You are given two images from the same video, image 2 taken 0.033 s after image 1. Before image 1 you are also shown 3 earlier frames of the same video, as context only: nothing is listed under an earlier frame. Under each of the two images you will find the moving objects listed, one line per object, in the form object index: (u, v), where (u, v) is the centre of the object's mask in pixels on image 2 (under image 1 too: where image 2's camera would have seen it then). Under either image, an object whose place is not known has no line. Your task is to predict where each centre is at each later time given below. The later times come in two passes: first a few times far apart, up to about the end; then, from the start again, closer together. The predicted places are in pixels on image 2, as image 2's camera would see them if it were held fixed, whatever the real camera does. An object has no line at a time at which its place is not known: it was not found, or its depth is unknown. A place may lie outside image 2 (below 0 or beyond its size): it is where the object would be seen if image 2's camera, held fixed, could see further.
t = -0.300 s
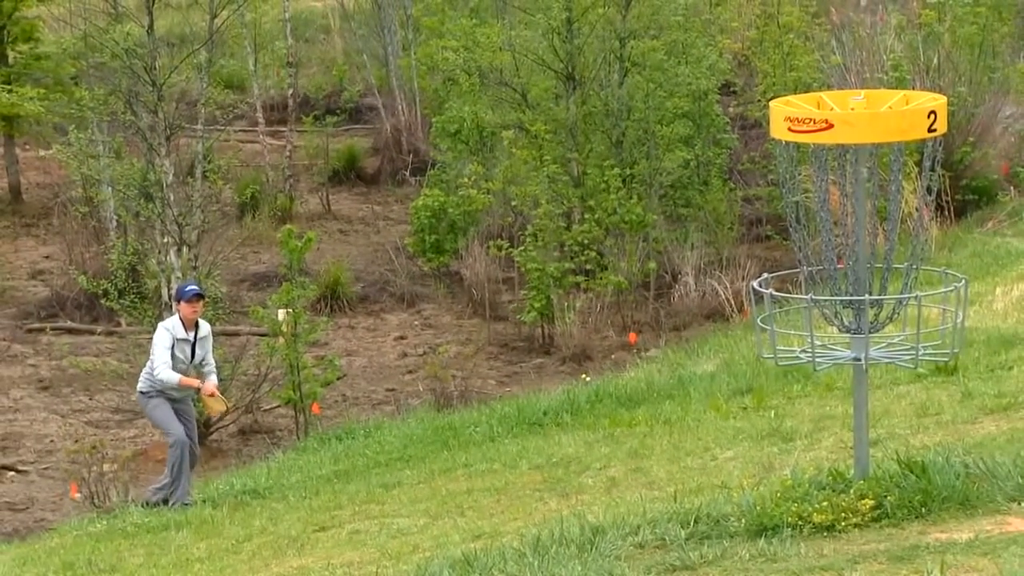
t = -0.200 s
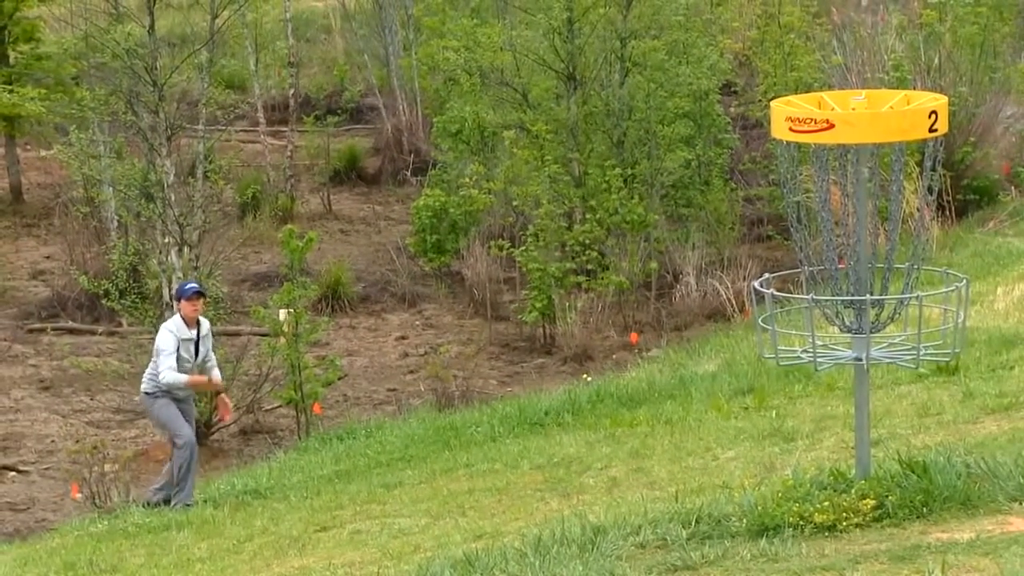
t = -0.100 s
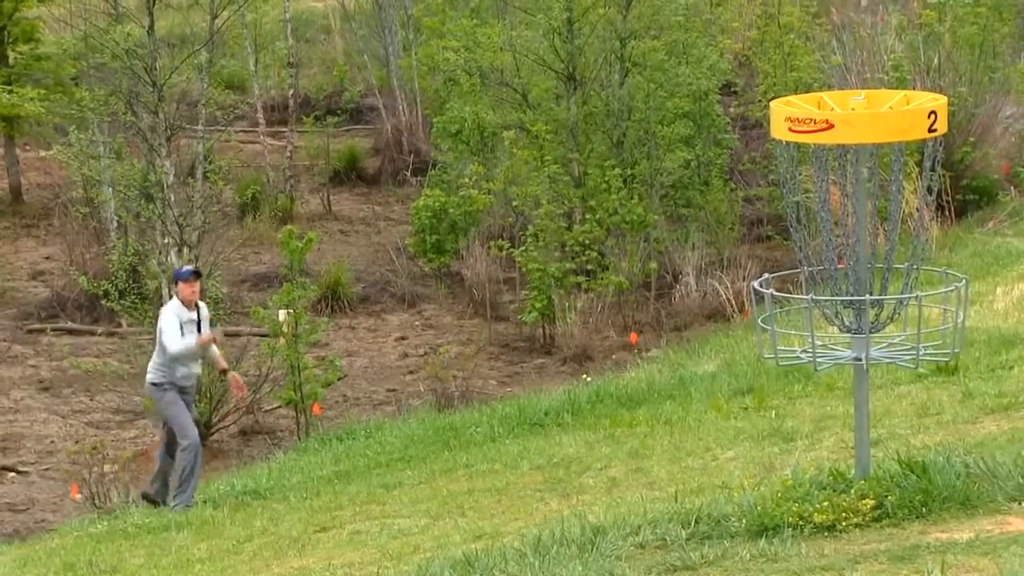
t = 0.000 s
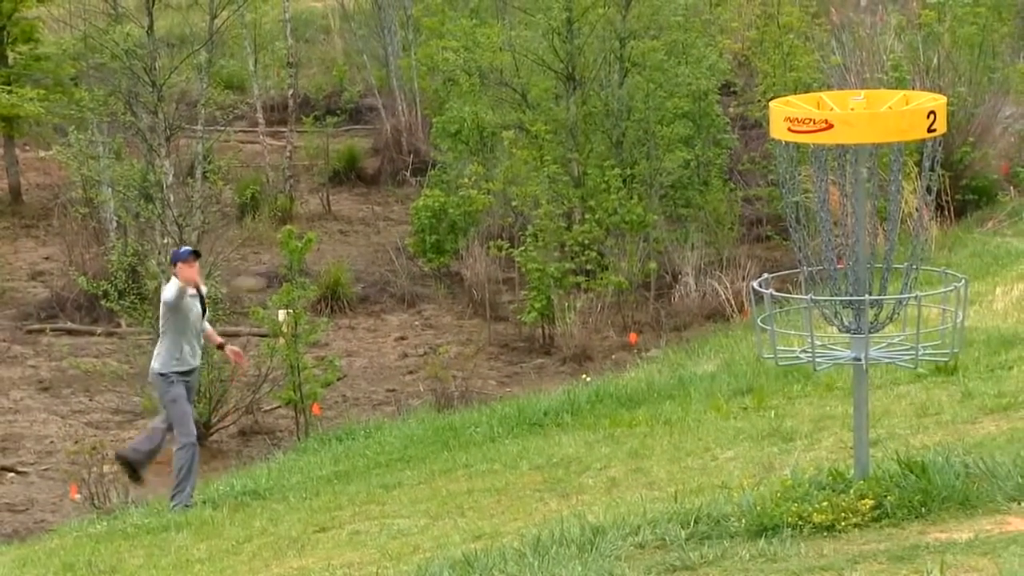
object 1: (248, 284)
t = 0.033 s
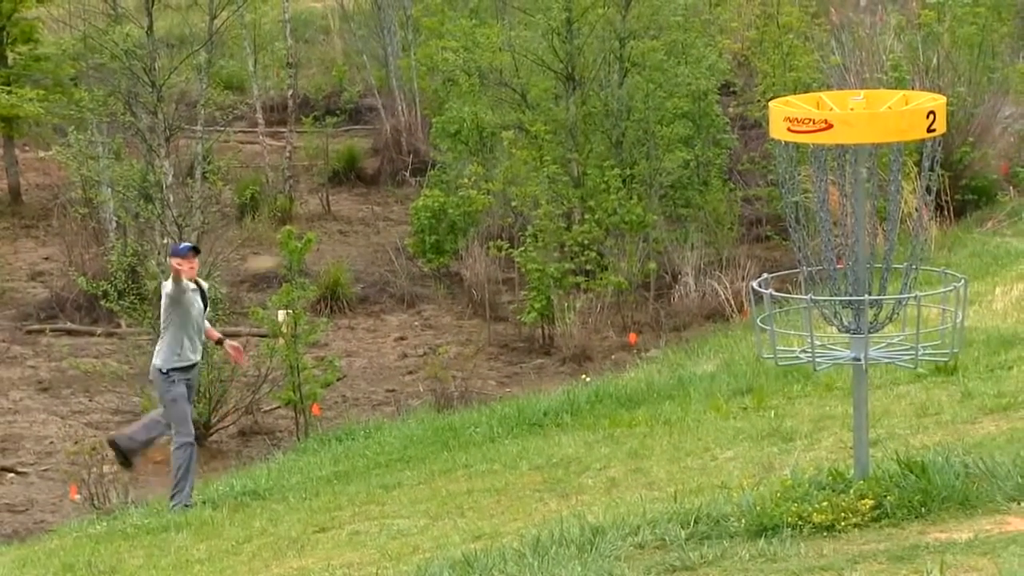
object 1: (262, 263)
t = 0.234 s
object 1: (349, 187)
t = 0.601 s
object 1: (562, 160)
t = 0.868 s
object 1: (771, 213)
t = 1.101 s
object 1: (1011, 317)
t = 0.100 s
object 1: (288, 233)
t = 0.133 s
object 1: (303, 220)
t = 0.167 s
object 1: (318, 207)
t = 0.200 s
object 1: (333, 196)
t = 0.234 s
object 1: (349, 187)
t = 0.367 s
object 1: (418, 163)
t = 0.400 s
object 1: (436, 160)
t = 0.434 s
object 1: (455, 158)
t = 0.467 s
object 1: (477, 157)
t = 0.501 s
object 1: (494, 156)
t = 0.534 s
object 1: (518, 156)
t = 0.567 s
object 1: (540, 158)
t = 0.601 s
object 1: (562, 160)
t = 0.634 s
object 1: (584, 163)
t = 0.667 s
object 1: (611, 168)
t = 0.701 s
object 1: (637, 172)
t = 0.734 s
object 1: (663, 179)
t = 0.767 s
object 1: (689, 185)
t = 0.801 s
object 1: (718, 193)
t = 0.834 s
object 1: (746, 202)
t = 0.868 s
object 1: (771, 213)
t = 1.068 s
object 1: (992, 303)
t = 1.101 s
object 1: (1011, 317)
